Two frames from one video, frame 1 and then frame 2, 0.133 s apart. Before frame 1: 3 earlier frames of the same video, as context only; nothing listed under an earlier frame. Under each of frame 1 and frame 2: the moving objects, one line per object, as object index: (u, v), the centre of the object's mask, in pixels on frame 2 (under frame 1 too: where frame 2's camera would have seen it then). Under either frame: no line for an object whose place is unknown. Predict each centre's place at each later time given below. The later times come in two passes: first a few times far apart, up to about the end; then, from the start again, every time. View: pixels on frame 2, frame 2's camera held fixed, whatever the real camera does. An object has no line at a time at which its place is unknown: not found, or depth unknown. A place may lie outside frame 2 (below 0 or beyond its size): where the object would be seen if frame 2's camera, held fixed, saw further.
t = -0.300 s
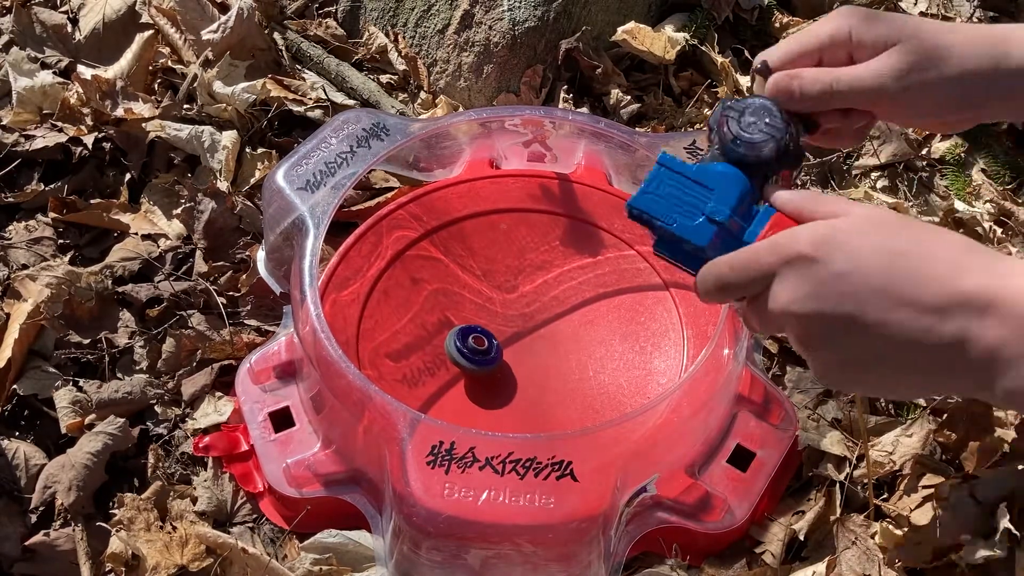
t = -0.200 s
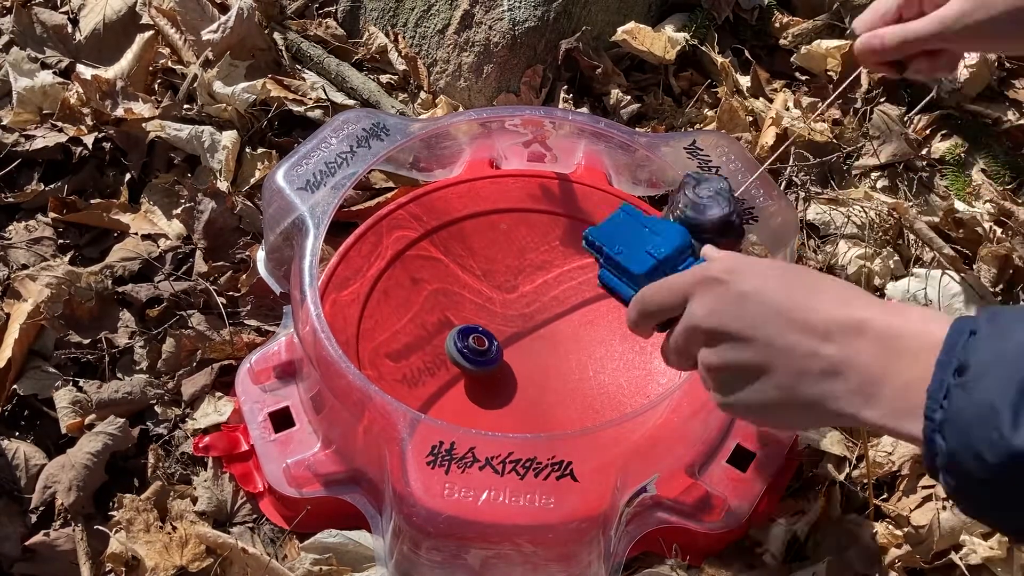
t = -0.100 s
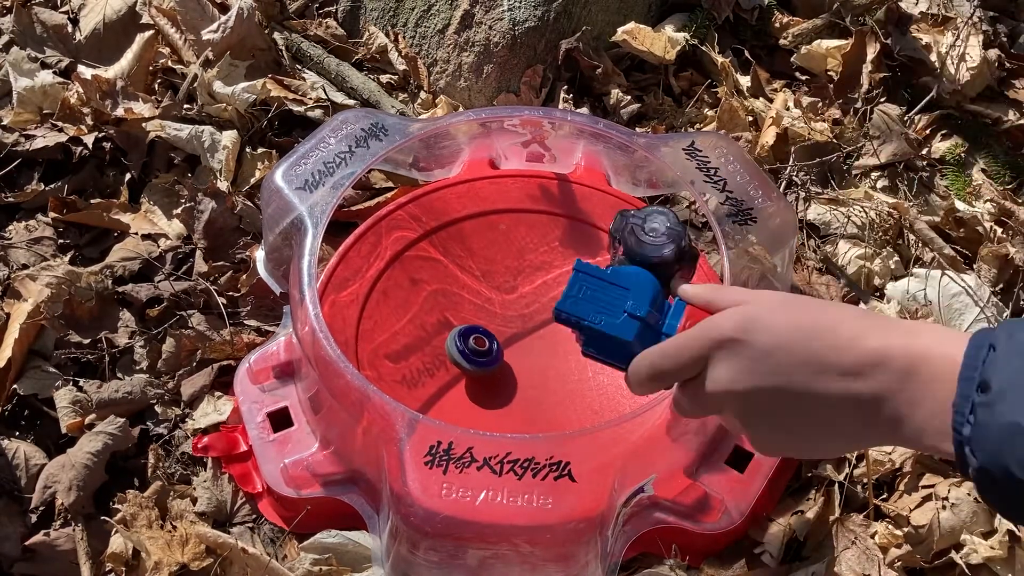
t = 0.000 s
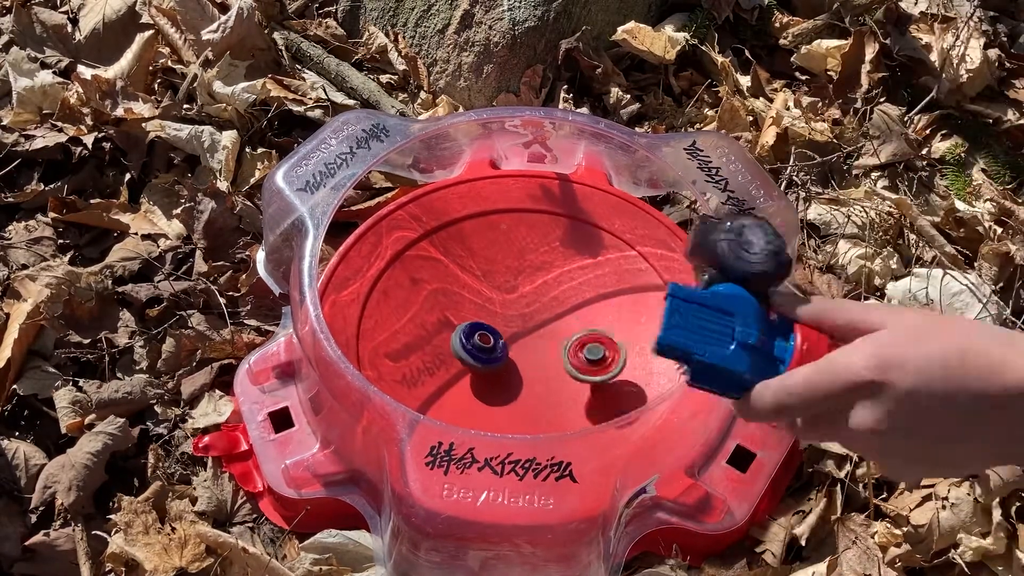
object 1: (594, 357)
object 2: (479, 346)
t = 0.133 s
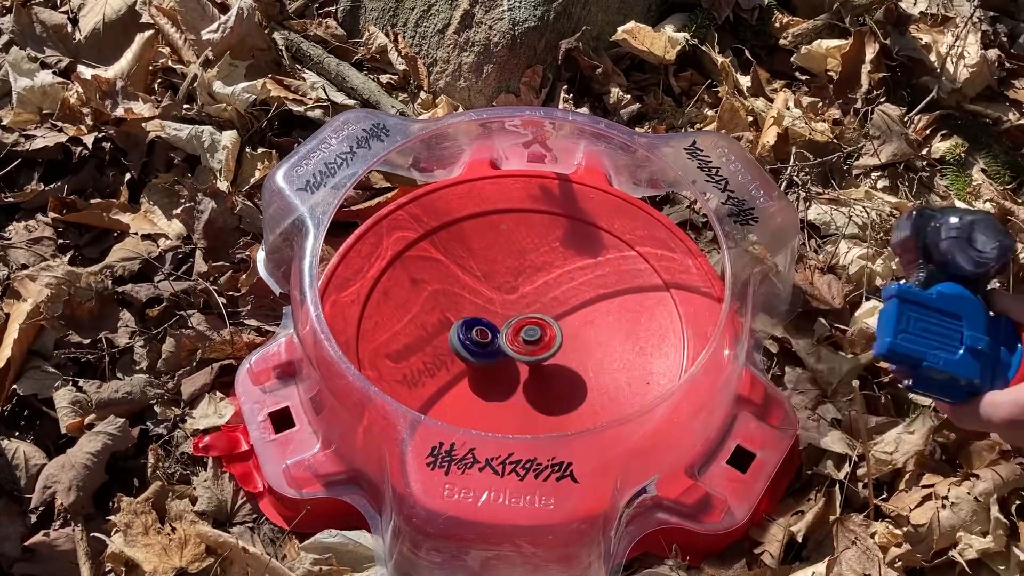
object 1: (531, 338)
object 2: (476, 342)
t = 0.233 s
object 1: (509, 343)
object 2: (466, 330)
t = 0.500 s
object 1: (588, 368)
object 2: (435, 278)
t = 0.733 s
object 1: (599, 309)
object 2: (442, 274)
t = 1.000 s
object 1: (494, 329)
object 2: (478, 277)
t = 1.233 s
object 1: (516, 403)
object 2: (508, 263)
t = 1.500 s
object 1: (597, 360)
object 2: (539, 251)
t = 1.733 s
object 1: (518, 303)
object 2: (563, 252)
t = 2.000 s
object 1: (429, 350)
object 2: (590, 253)
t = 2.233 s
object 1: (501, 399)
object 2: (609, 264)
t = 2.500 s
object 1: (557, 317)
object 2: (624, 286)
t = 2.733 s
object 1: (483, 265)
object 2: (626, 316)
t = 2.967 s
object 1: (431, 318)
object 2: (624, 345)
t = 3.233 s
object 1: (535, 359)
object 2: (617, 373)
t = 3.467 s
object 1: (582, 290)
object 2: (602, 396)
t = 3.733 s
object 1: (504, 256)
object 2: (576, 411)
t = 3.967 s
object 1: (483, 336)
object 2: (551, 417)
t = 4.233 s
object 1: (570, 344)
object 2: (535, 422)
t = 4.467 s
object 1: (547, 286)
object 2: (504, 405)
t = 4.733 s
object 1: (479, 324)
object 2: (467, 381)
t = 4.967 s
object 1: (542, 324)
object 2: (431, 384)
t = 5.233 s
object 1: (527, 275)
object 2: (422, 361)
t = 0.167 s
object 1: (519, 338)
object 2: (471, 340)
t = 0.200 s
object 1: (513, 338)
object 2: (467, 336)
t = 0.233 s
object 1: (509, 343)
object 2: (466, 330)
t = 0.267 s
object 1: (512, 347)
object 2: (463, 323)
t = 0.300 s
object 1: (519, 356)
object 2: (455, 312)
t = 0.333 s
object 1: (527, 367)
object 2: (448, 303)
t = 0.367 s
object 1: (538, 372)
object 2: (442, 296)
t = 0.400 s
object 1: (548, 374)
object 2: (440, 289)
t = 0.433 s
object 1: (561, 374)
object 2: (438, 284)
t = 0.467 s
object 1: (575, 373)
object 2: (436, 281)
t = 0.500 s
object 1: (588, 368)
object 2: (435, 278)
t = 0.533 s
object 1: (600, 362)
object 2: (435, 276)
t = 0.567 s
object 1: (609, 354)
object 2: (435, 274)
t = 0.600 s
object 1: (614, 346)
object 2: (435, 273)
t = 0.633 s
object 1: (616, 335)
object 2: (435, 272)
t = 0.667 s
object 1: (615, 325)
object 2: (437, 272)
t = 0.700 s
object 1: (609, 316)
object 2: (439, 273)
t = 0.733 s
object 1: (599, 309)
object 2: (442, 274)
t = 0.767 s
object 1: (587, 303)
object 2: (445, 274)
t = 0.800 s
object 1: (573, 299)
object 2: (450, 275)
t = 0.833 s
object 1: (557, 297)
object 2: (454, 275)
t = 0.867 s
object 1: (541, 299)
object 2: (459, 276)
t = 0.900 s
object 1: (527, 303)
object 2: (464, 277)
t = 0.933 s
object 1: (514, 310)
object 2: (469, 278)
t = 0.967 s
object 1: (503, 319)
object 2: (474, 277)
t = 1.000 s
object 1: (494, 329)
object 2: (478, 277)
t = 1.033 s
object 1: (488, 341)
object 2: (483, 275)
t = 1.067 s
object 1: (485, 353)
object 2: (488, 273)
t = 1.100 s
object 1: (486, 365)
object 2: (492, 271)
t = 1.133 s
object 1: (489, 376)
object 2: (496, 270)
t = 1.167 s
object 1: (495, 387)
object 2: (500, 268)
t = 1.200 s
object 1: (504, 396)
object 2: (504, 266)
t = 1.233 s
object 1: (516, 403)
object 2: (508, 263)
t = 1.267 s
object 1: (529, 407)
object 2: (512, 261)
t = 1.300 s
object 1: (543, 409)
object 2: (516, 259)
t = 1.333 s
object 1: (557, 407)
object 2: (520, 257)
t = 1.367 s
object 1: (571, 403)
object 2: (523, 255)
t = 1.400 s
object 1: (583, 396)
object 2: (527, 253)
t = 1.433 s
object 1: (591, 386)
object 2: (531, 252)
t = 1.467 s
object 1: (596, 374)
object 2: (535, 251)
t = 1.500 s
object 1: (597, 360)
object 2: (539, 251)
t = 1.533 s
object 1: (593, 347)
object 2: (543, 250)
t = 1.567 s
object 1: (585, 335)
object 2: (546, 250)
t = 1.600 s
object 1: (575, 324)
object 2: (550, 250)
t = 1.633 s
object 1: (563, 316)
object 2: (553, 251)
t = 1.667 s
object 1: (549, 310)
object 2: (556, 252)
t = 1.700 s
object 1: (533, 305)
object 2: (560, 252)
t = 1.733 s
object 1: (518, 303)
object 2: (563, 252)
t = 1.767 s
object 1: (502, 303)
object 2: (566, 252)
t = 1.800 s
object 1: (486, 304)
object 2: (570, 252)
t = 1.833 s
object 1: (472, 307)
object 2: (573, 252)
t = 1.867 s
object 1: (458, 313)
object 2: (577, 252)
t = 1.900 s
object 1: (447, 320)
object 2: (581, 252)
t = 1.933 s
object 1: (438, 329)
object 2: (584, 252)
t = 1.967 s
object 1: (432, 339)
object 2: (587, 253)
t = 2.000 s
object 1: (429, 350)
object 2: (590, 253)
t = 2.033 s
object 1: (429, 361)
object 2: (593, 254)
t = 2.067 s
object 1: (434, 372)
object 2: (596, 255)
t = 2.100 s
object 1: (442, 382)
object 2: (599, 256)
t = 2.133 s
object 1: (454, 391)
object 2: (601, 258)
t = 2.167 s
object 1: (468, 397)
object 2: (604, 261)
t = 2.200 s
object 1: (484, 400)
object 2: (606, 262)
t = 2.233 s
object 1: (501, 399)
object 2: (609, 264)
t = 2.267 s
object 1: (516, 395)
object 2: (612, 267)
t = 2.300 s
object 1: (531, 388)
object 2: (614, 269)
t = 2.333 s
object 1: (543, 379)
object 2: (616, 272)
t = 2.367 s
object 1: (551, 368)
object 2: (618, 274)
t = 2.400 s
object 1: (556, 356)
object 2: (619, 277)
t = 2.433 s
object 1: (559, 343)
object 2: (621, 280)
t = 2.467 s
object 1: (560, 330)
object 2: (622, 283)
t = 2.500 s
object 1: (557, 317)
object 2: (624, 286)
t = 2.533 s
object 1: (551, 305)
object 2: (626, 289)
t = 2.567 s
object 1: (543, 294)
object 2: (627, 293)
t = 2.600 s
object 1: (533, 285)
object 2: (628, 297)
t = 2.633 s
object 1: (522, 276)
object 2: (628, 301)
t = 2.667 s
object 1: (510, 270)
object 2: (628, 306)
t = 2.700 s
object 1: (496, 266)
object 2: (627, 310)
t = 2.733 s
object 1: (483, 265)
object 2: (626, 316)
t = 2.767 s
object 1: (470, 267)
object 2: (626, 321)
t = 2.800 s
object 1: (457, 271)
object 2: (626, 325)
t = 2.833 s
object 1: (446, 277)
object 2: (626, 328)
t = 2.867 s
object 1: (438, 285)
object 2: (626, 333)
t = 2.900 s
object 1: (432, 295)
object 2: (625, 337)
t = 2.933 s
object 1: (430, 306)
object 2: (625, 341)
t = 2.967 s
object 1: (431, 318)
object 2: (624, 345)
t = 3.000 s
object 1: (436, 331)
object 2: (624, 349)
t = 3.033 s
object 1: (445, 342)
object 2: (623, 352)
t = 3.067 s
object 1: (457, 350)
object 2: (623, 356)
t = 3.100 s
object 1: (471, 357)
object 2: (623, 359)
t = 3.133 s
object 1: (487, 362)
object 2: (622, 363)
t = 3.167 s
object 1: (503, 363)
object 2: (620, 367)
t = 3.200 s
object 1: (519, 363)
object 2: (619, 370)
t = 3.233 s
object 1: (535, 359)
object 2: (617, 373)
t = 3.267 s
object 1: (549, 353)
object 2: (615, 377)
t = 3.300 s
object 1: (562, 345)
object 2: (613, 381)
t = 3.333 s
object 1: (572, 337)
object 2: (611, 385)
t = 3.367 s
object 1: (579, 326)
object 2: (609, 387)
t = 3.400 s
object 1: (583, 314)
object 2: (607, 391)
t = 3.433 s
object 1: (584, 302)
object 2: (605, 394)
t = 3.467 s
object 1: (582, 290)
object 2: (602, 396)
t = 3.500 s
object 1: (577, 279)
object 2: (600, 399)
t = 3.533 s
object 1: (571, 269)
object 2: (597, 401)
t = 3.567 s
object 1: (563, 260)
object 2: (594, 403)
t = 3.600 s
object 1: (553, 253)
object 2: (590, 405)
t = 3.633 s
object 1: (542, 249)
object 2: (587, 407)
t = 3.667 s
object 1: (530, 248)
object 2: (583, 408)
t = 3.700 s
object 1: (516, 251)
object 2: (580, 410)
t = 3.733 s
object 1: (504, 256)
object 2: (576, 411)
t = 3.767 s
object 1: (494, 264)
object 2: (574, 412)
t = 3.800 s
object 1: (485, 274)
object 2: (571, 413)
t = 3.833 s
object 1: (479, 286)
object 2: (567, 414)
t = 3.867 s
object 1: (476, 299)
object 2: (563, 415)
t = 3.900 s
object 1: (476, 311)
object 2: (560, 416)
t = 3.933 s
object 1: (478, 323)
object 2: (555, 417)
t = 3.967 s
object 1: (483, 336)
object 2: (551, 417)
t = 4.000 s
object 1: (491, 347)
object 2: (547, 418)
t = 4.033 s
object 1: (502, 357)
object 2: (544, 418)
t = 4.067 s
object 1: (514, 366)
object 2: (541, 418)
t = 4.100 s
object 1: (527, 365)
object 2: (539, 420)
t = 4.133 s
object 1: (538, 363)
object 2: (539, 422)
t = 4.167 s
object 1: (550, 356)
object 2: (539, 428)
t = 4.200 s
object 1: (561, 350)
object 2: (537, 427)
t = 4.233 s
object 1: (570, 344)
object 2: (535, 422)
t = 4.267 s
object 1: (576, 335)
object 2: (531, 420)
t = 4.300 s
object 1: (578, 325)
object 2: (528, 418)
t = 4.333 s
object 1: (577, 315)
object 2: (524, 417)
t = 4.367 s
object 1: (573, 306)
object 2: (519, 414)
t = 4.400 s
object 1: (566, 298)
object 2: (514, 412)
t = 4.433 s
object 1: (557, 291)
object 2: (508, 409)
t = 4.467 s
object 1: (547, 286)
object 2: (504, 405)
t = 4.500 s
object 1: (536, 284)
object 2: (499, 402)
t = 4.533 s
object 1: (524, 284)
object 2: (493, 400)
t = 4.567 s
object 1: (513, 286)
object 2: (488, 396)
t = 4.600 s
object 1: (503, 291)
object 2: (484, 393)
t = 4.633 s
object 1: (494, 298)
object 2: (480, 389)
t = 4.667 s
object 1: (487, 306)
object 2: (476, 386)
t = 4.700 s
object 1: (482, 315)
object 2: (472, 384)
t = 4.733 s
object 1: (479, 324)
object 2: (467, 381)
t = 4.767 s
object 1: (479, 335)
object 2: (462, 379)
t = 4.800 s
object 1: (490, 333)
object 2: (453, 382)
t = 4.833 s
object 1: (503, 333)
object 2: (443, 386)
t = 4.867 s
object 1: (517, 331)
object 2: (437, 388)
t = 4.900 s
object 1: (528, 330)
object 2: (434, 387)
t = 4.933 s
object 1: (536, 328)
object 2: (433, 386)
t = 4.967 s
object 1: (542, 324)
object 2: (431, 384)
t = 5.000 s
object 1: (547, 317)
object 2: (430, 382)
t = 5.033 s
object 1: (549, 309)
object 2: (429, 378)
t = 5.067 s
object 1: (550, 300)
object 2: (428, 375)
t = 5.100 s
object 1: (548, 292)
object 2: (426, 372)
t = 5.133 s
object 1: (545, 286)
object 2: (425, 369)
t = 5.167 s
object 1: (540, 281)
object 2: (423, 366)
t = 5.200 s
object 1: (534, 277)
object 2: (422, 364)
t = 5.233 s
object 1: (527, 275)
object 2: (422, 361)
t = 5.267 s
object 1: (521, 275)
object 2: (422, 358)
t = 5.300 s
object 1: (515, 277)
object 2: (422, 356)
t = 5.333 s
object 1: (510, 280)
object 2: (423, 353)
